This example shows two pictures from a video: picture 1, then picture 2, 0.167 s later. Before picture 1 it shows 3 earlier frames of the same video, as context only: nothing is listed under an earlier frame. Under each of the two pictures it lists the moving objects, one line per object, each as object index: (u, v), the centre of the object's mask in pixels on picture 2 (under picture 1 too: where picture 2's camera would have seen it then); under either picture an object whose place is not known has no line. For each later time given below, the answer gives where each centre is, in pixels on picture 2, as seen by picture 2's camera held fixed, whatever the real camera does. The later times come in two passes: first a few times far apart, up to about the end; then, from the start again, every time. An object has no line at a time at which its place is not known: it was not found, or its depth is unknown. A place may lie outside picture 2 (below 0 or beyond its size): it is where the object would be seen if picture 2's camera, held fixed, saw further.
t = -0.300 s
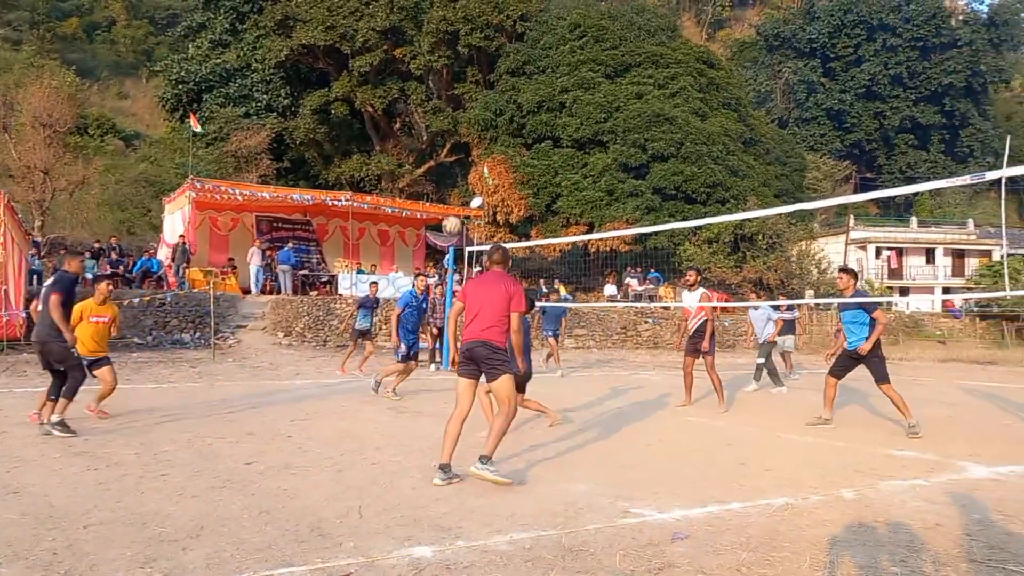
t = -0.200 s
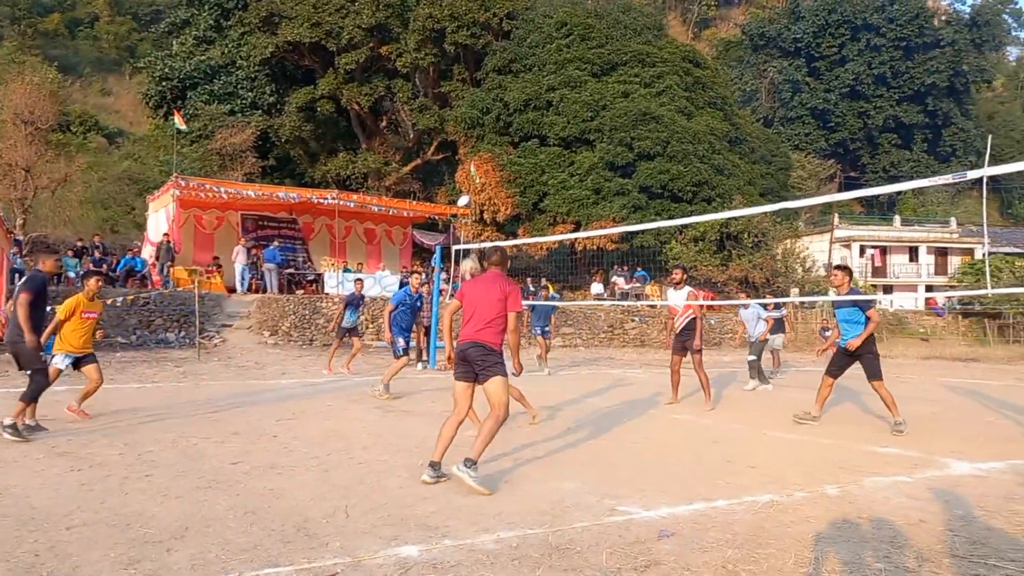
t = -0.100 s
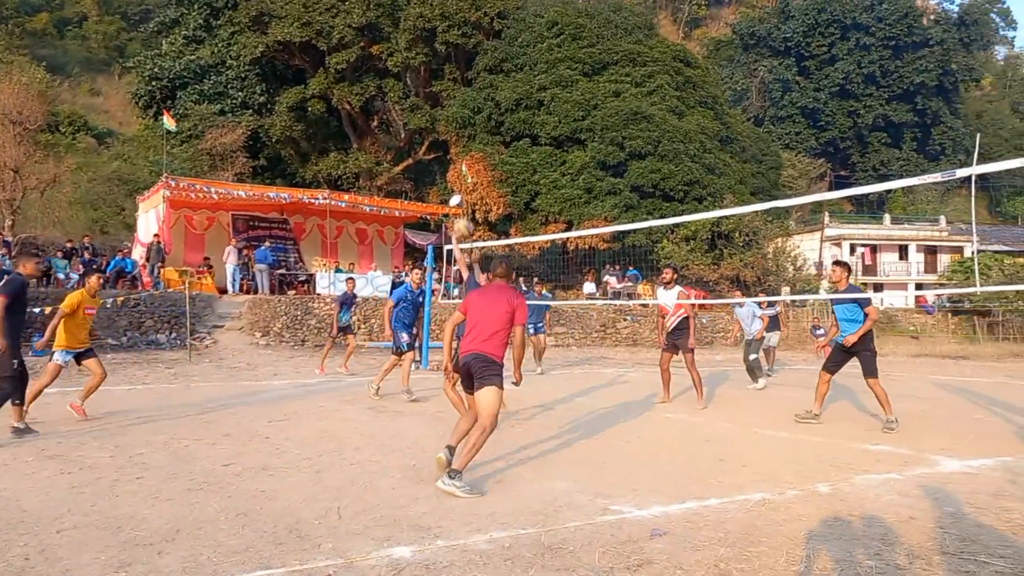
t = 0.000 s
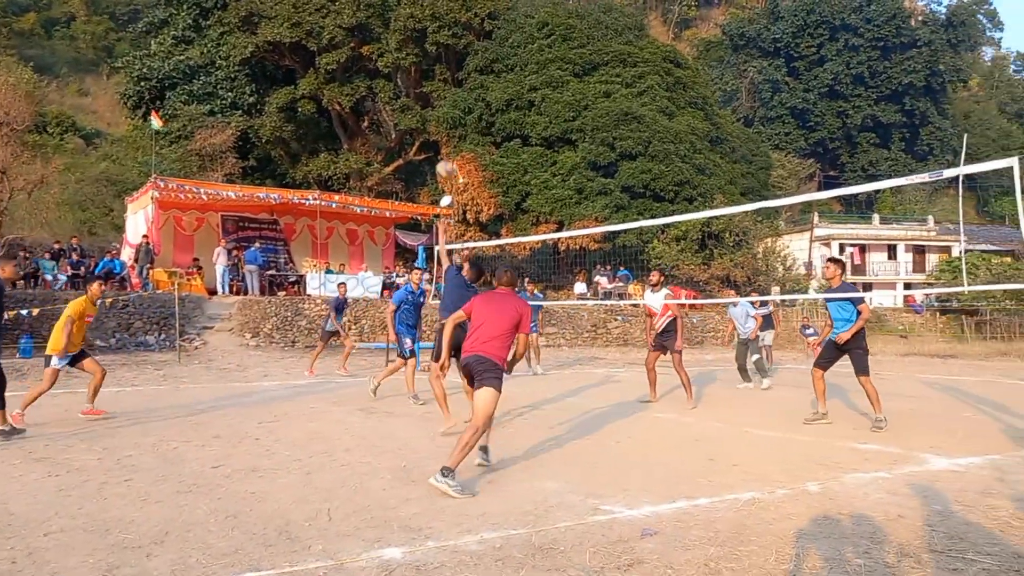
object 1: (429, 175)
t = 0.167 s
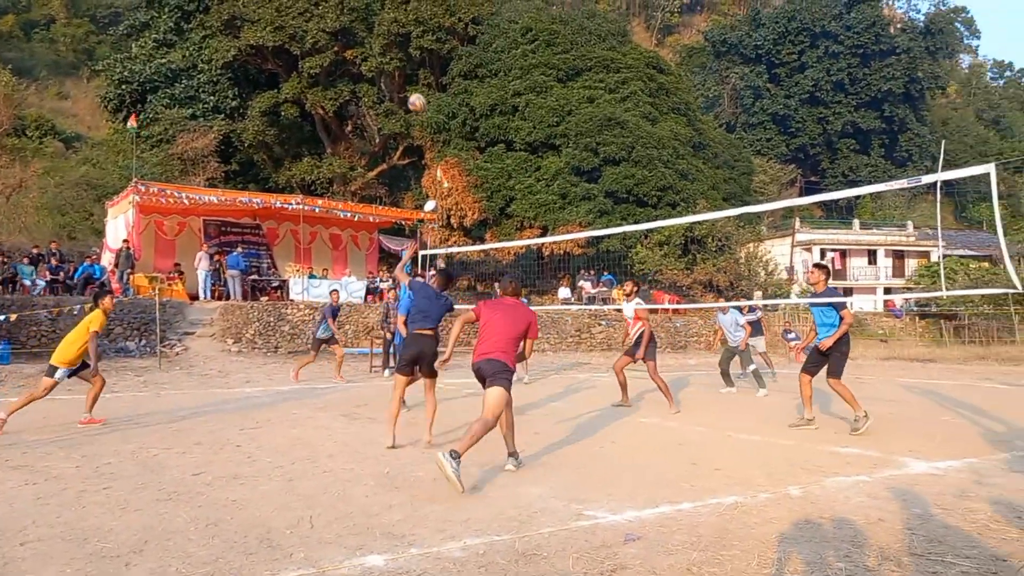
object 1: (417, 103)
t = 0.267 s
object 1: (410, 73)
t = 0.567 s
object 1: (392, 42)
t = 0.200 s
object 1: (414, 92)
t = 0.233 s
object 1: (412, 82)
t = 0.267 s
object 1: (410, 73)
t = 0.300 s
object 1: (408, 66)
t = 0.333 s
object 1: (406, 59)
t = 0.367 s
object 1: (403, 54)
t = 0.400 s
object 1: (401, 50)
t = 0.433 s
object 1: (399, 46)
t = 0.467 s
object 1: (397, 44)
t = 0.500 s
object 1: (395, 42)
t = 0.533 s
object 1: (394, 42)
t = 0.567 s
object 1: (392, 42)
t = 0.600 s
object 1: (390, 43)
